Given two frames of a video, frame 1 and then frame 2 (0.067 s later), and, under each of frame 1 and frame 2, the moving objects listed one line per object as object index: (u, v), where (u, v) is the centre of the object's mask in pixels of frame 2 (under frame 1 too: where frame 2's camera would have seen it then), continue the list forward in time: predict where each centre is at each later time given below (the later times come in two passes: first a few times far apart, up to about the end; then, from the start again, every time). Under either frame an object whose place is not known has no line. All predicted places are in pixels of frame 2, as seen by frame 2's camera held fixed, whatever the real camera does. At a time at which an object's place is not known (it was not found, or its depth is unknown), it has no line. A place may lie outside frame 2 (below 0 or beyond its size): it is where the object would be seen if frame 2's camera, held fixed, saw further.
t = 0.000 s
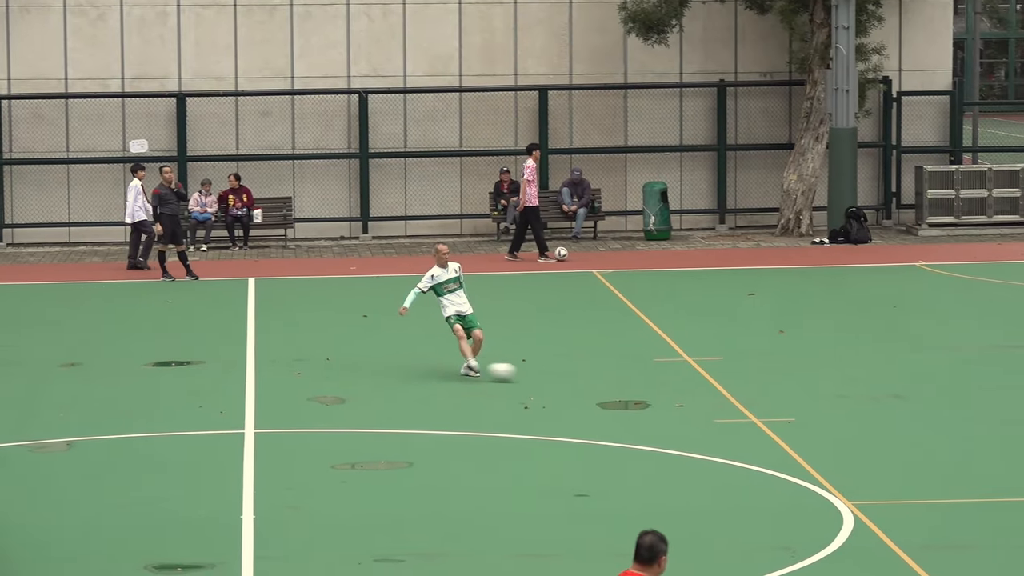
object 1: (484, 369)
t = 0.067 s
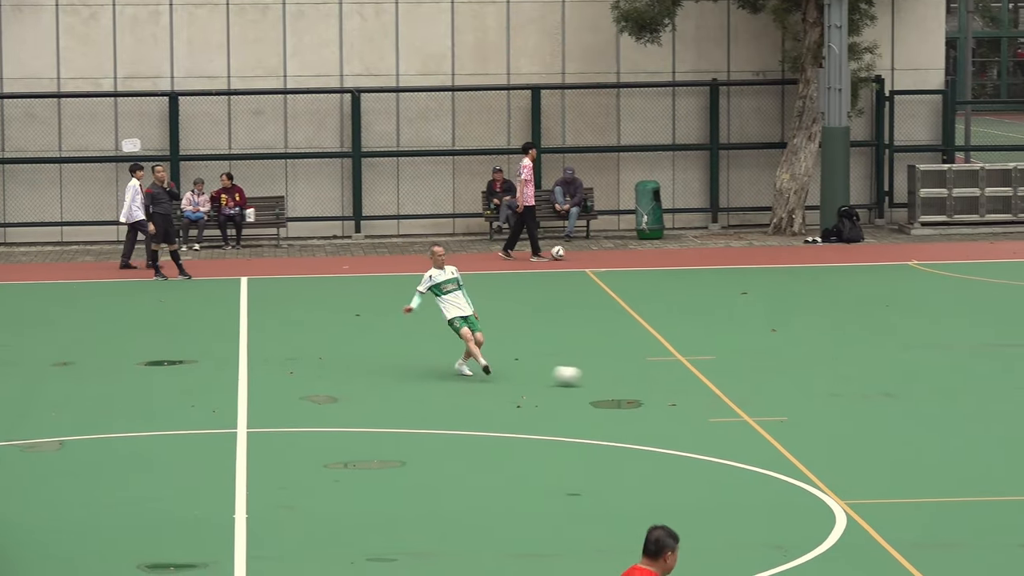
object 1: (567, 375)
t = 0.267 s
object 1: (776, 391)
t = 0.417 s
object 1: (921, 402)
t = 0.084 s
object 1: (586, 377)
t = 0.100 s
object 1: (604, 379)
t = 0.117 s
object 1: (621, 380)
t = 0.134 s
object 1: (639, 381)
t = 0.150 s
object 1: (657, 382)
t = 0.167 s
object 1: (674, 384)
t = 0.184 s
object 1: (691, 386)
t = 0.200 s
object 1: (709, 387)
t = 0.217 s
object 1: (728, 388)
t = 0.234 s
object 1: (743, 389)
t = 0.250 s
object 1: (760, 390)
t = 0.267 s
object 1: (776, 391)
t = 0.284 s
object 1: (793, 392)
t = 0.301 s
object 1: (810, 393)
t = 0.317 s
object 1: (827, 395)
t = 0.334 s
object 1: (842, 396)
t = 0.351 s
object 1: (858, 397)
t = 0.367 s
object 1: (874, 398)
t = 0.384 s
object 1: (890, 399)
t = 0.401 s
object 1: (905, 400)
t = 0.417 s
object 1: (921, 402)
